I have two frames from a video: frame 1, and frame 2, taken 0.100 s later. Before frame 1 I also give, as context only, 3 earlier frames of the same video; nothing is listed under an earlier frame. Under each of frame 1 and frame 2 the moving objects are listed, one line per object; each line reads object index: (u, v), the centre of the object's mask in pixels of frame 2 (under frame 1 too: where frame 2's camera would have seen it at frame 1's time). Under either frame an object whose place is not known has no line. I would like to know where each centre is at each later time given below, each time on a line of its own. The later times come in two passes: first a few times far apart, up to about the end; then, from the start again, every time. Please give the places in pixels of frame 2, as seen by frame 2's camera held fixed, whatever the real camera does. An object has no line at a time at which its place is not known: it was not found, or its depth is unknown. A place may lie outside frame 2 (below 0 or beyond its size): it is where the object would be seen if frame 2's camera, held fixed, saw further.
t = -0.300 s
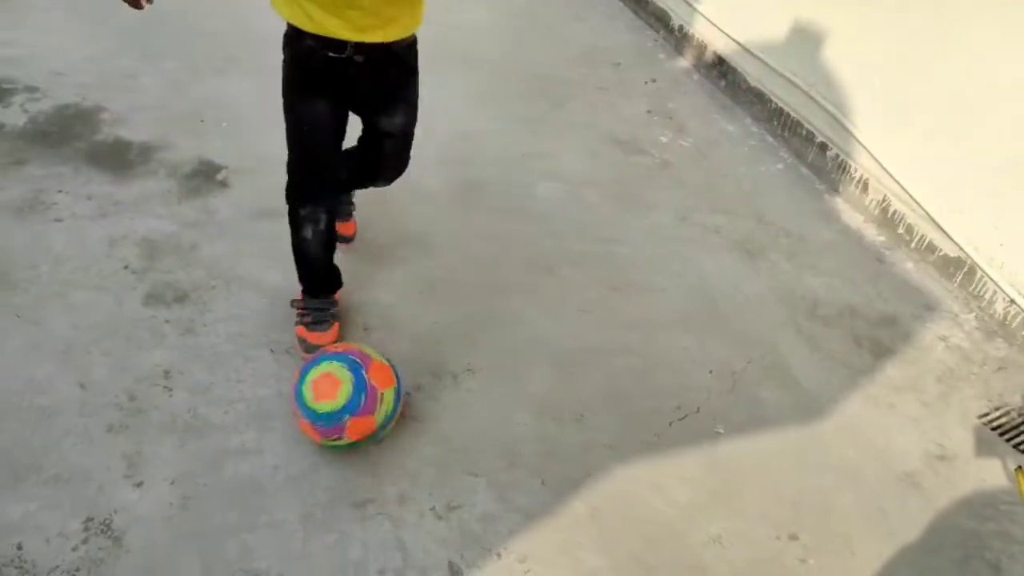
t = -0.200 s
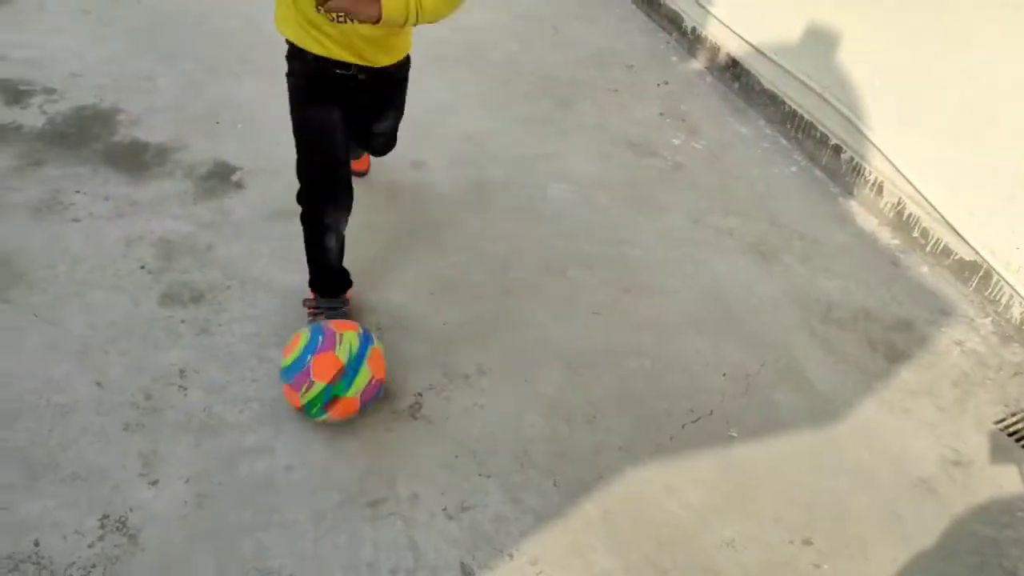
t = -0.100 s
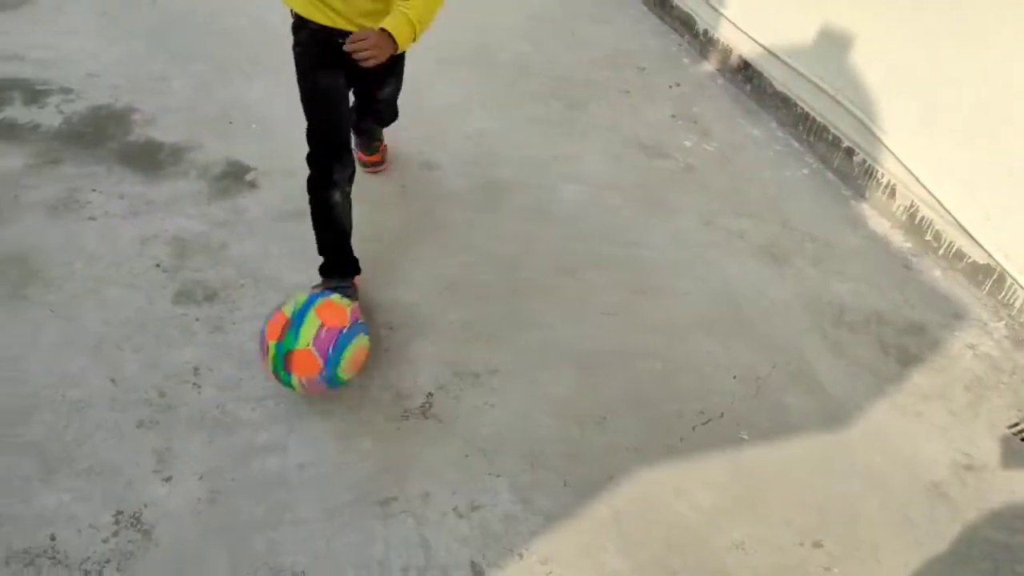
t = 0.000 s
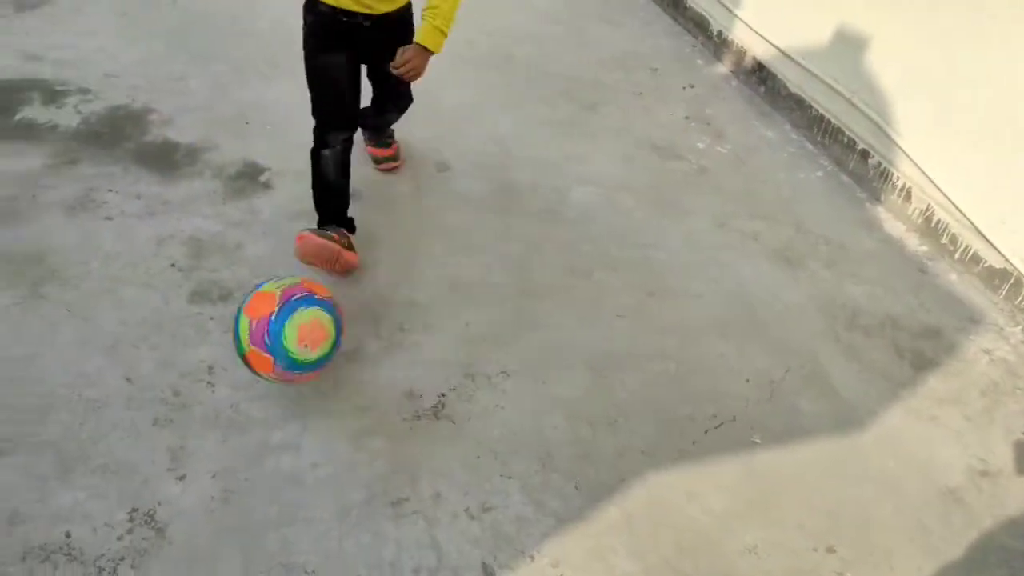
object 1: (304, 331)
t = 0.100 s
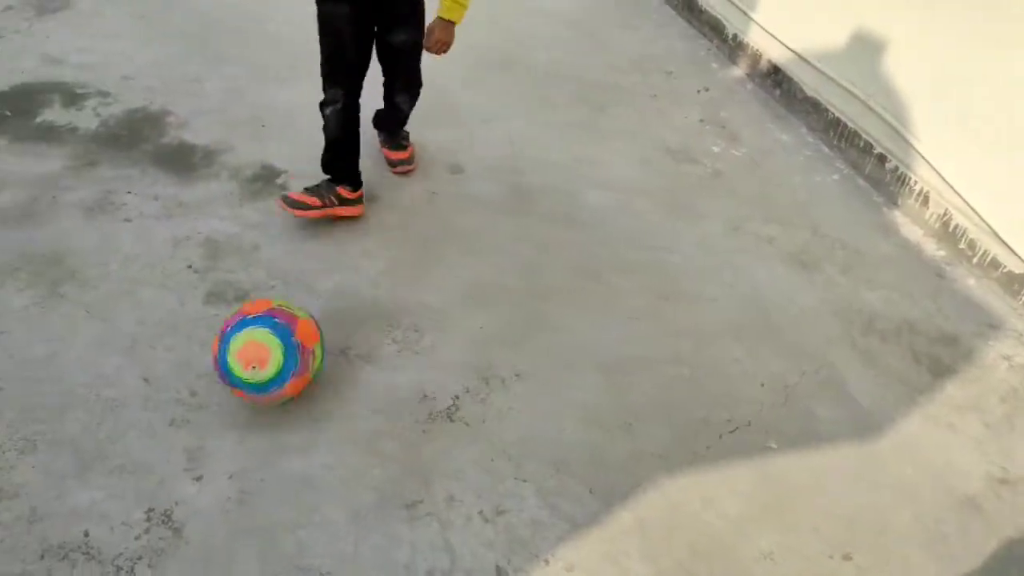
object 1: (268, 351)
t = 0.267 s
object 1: (202, 336)
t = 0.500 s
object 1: (122, 335)
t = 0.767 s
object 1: (48, 336)
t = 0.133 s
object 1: (257, 362)
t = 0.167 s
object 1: (242, 352)
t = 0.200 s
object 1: (228, 344)
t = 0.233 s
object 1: (215, 338)
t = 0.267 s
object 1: (202, 336)
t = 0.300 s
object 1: (190, 338)
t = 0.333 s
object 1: (178, 344)
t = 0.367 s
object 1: (169, 353)
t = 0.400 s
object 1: (158, 350)
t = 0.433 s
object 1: (146, 341)
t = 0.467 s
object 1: (133, 336)
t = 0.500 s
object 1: (122, 335)
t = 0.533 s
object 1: (113, 338)
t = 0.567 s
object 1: (105, 344)
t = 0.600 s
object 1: (96, 346)
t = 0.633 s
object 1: (84, 337)
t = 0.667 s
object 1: (73, 332)
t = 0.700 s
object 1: (63, 330)
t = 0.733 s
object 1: (54, 331)
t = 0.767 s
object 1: (48, 336)
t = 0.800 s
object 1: (37, 331)
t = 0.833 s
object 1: (25, 324)
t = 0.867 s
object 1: (15, 320)
